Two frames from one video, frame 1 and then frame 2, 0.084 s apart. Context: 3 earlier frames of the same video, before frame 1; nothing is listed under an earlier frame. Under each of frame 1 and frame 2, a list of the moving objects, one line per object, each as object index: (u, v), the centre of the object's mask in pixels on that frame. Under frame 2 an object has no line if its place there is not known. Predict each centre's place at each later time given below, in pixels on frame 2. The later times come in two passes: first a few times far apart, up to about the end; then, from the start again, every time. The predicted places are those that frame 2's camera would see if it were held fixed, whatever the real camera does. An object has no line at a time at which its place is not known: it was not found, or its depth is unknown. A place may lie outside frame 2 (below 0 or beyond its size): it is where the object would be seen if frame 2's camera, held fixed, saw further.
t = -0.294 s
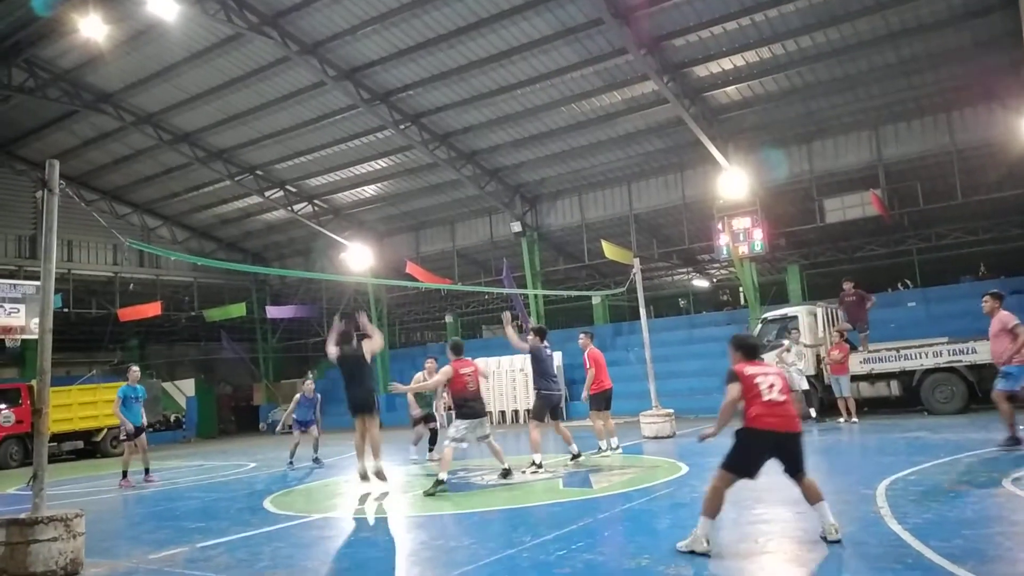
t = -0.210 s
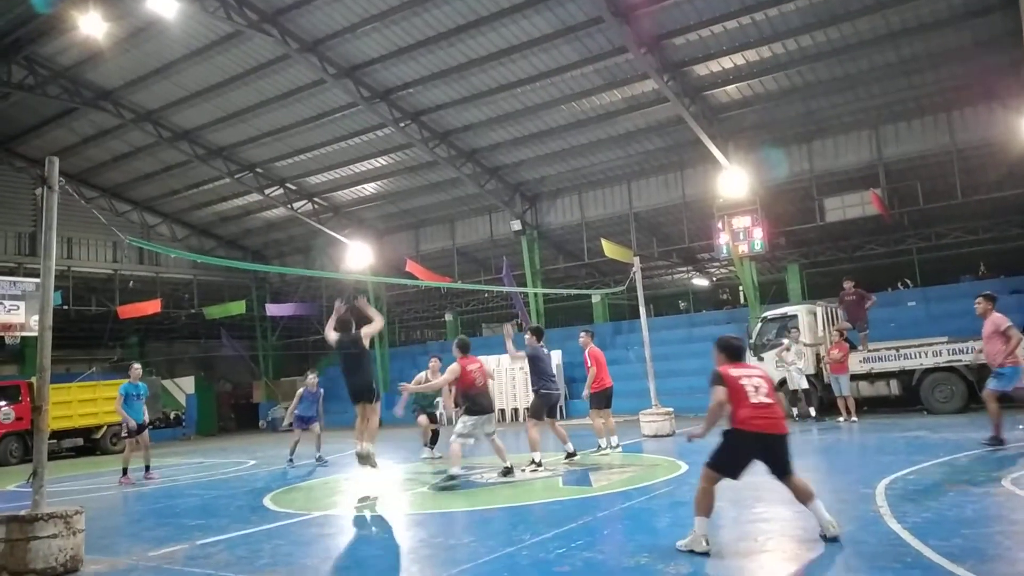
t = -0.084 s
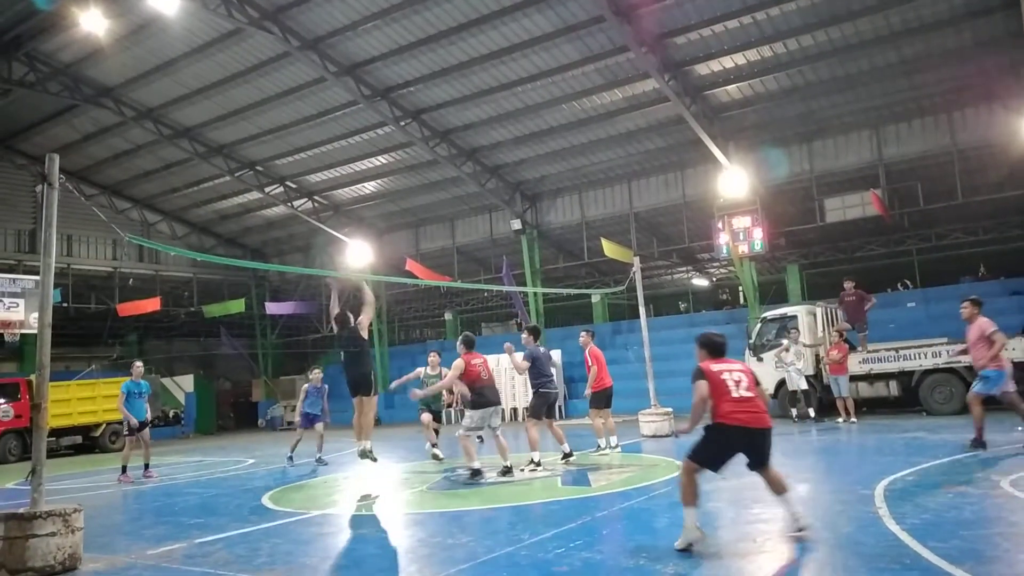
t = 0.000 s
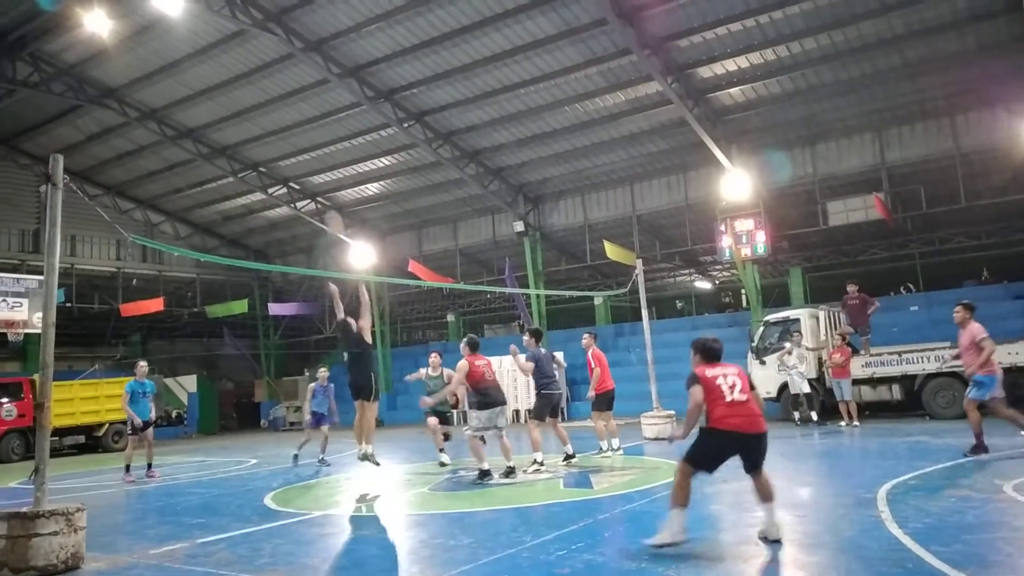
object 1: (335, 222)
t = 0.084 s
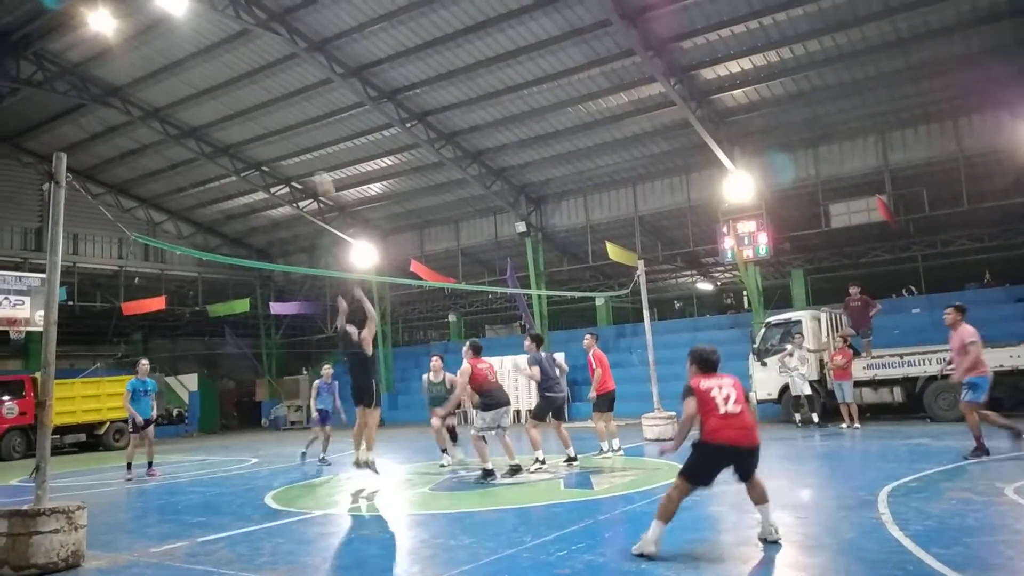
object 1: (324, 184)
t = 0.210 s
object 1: (305, 135)
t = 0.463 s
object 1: (266, 73)
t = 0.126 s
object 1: (318, 167)
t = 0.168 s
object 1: (312, 150)
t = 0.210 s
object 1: (305, 135)
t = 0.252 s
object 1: (299, 122)
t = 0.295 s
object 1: (292, 109)
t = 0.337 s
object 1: (286, 97)
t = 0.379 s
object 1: (280, 87)
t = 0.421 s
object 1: (273, 79)
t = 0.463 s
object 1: (266, 73)
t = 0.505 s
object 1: (260, 67)
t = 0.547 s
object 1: (255, 63)
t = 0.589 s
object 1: (248, 61)
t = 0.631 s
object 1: (239, 59)
